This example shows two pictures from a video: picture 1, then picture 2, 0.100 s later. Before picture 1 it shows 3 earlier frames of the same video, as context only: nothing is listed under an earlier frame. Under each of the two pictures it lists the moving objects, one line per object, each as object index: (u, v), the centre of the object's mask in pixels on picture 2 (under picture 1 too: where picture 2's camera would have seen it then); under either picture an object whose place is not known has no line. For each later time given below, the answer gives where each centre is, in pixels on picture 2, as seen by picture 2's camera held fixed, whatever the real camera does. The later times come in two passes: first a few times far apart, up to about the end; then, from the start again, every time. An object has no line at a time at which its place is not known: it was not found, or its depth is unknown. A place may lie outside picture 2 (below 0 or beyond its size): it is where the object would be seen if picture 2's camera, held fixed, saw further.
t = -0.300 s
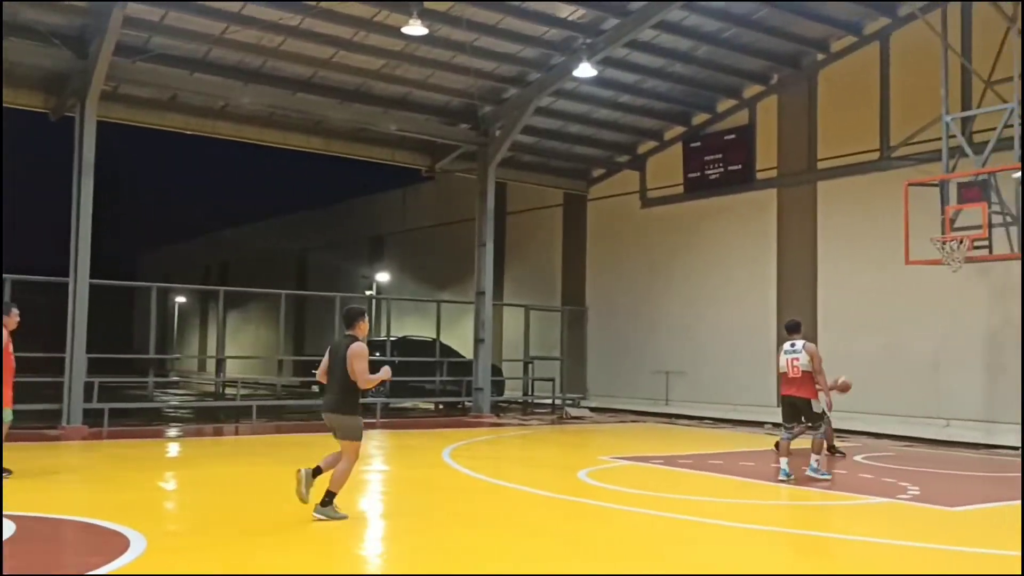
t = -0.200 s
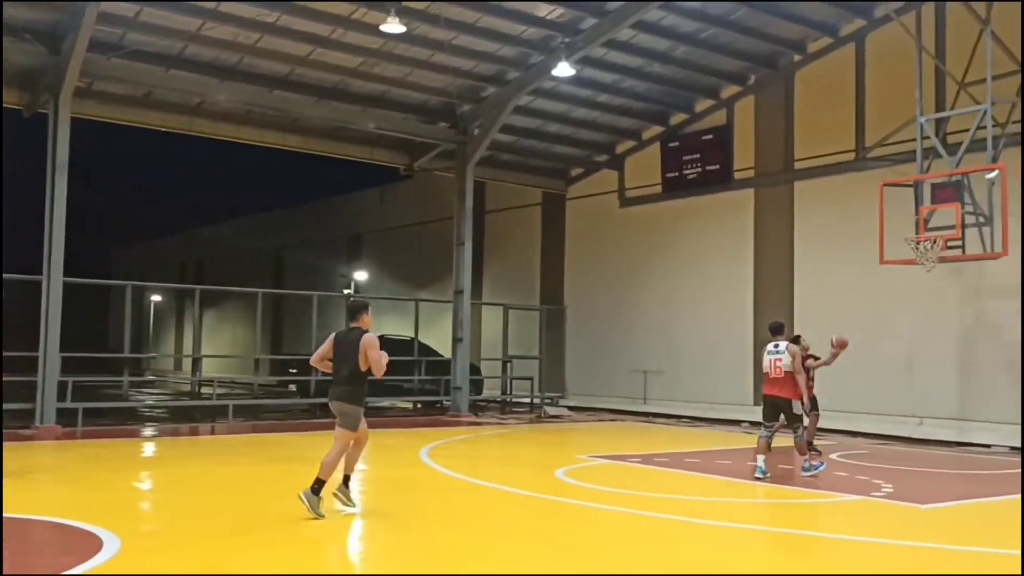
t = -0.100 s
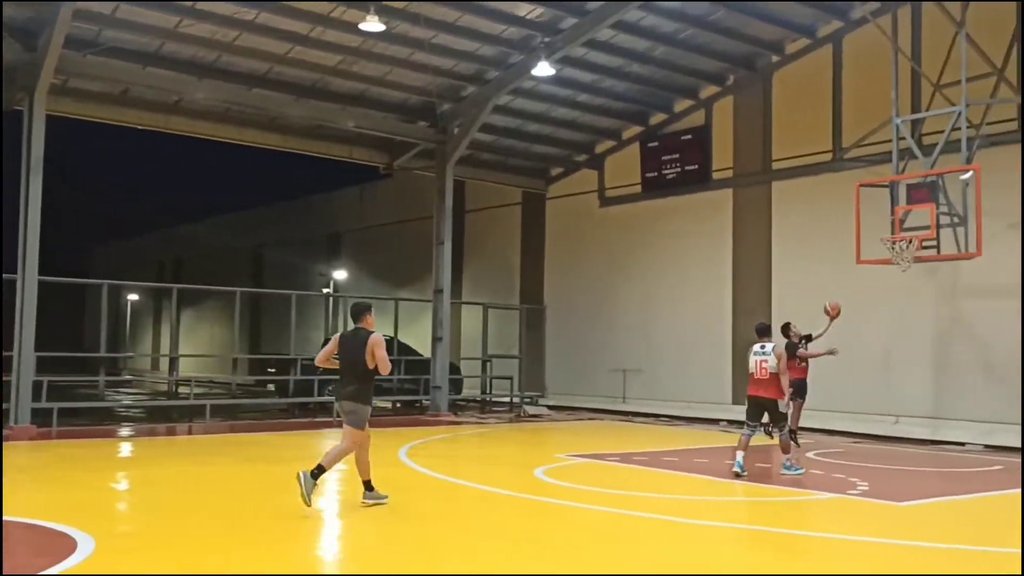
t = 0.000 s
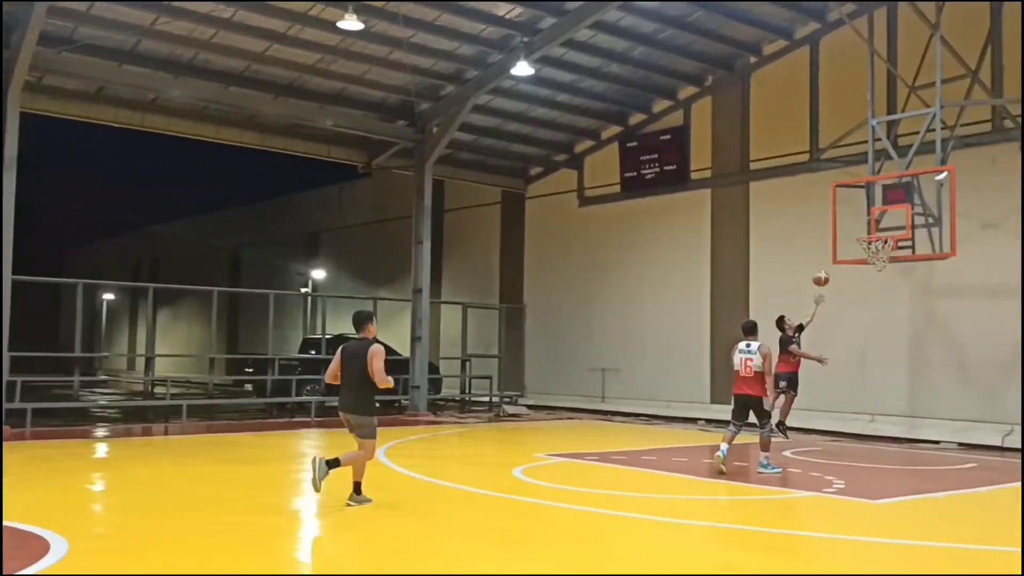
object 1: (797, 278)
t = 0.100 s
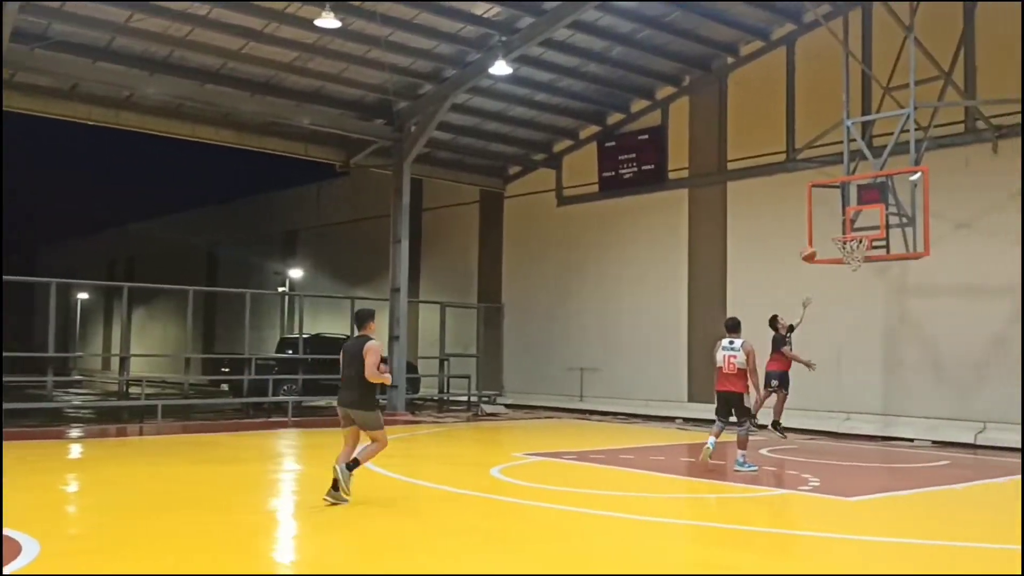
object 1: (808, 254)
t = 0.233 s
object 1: (822, 232)
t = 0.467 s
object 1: (838, 218)
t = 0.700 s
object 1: (843, 231)
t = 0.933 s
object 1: (852, 267)
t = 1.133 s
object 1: (859, 278)
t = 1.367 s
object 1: (864, 328)
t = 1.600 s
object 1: (872, 416)
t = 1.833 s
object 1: (878, 391)
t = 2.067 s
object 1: (881, 344)
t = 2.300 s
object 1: (887, 334)
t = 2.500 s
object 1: (893, 354)
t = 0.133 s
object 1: (812, 248)
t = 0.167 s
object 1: (815, 242)
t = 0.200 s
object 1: (819, 236)
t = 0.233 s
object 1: (822, 232)
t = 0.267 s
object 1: (827, 228)
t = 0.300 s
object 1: (830, 226)
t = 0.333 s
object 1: (833, 224)
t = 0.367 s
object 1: (836, 222)
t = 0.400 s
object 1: (836, 219)
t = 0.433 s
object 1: (837, 218)
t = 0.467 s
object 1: (838, 218)
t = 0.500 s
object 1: (838, 218)
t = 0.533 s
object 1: (839, 218)
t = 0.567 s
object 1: (840, 219)
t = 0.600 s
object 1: (841, 222)
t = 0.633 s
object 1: (842, 225)
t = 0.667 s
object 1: (842, 229)
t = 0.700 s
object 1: (843, 231)
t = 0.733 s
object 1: (842, 239)
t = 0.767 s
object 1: (844, 245)
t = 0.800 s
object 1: (842, 251)
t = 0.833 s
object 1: (847, 253)
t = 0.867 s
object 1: (853, 265)
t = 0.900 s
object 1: (853, 264)
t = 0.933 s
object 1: (852, 267)
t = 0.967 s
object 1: (855, 267)
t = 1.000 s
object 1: (856, 268)
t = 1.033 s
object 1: (856, 269)
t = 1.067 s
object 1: (858, 270)
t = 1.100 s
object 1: (858, 273)
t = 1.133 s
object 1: (859, 278)
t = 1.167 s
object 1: (860, 282)
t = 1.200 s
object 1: (860, 288)
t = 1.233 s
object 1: (861, 295)
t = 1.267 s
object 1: (862, 302)
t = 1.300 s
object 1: (863, 310)
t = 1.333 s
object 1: (864, 319)
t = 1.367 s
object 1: (864, 328)
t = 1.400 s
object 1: (866, 338)
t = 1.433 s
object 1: (868, 350)
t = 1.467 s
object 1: (868, 361)
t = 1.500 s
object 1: (869, 374)
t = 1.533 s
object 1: (871, 387)
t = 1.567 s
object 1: (871, 401)
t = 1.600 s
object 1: (872, 416)
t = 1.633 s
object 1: (873, 431)
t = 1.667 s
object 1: (874, 447)
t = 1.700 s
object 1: (874, 435)
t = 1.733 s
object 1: (875, 422)
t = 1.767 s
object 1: (876, 411)
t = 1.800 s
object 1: (876, 401)
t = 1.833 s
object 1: (878, 391)
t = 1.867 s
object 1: (879, 382)
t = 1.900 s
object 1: (879, 373)
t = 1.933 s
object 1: (880, 366)
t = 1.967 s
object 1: (880, 359)
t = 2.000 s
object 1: (881, 353)
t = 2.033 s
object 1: (881, 348)
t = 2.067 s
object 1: (881, 344)
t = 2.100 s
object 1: (882, 340)
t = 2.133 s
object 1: (882, 337)
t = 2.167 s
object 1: (884, 335)
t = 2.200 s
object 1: (885, 334)
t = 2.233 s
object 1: (885, 333)
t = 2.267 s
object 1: (886, 333)
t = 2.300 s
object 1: (887, 334)
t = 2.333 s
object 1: (888, 335)
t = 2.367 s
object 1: (889, 337)
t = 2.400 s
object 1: (890, 340)
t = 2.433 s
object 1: (890, 344)
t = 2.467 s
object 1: (891, 349)
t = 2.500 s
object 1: (893, 354)
